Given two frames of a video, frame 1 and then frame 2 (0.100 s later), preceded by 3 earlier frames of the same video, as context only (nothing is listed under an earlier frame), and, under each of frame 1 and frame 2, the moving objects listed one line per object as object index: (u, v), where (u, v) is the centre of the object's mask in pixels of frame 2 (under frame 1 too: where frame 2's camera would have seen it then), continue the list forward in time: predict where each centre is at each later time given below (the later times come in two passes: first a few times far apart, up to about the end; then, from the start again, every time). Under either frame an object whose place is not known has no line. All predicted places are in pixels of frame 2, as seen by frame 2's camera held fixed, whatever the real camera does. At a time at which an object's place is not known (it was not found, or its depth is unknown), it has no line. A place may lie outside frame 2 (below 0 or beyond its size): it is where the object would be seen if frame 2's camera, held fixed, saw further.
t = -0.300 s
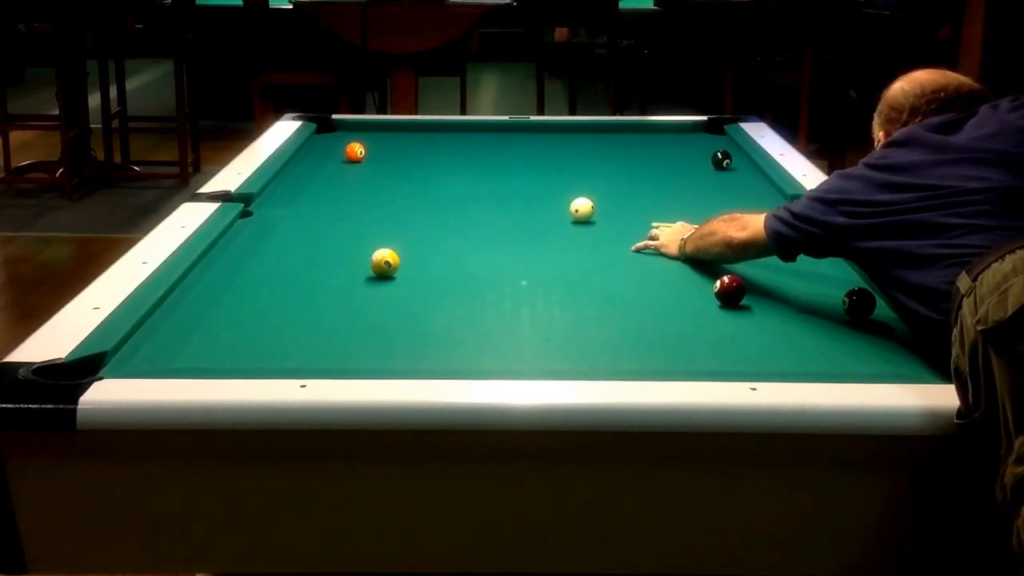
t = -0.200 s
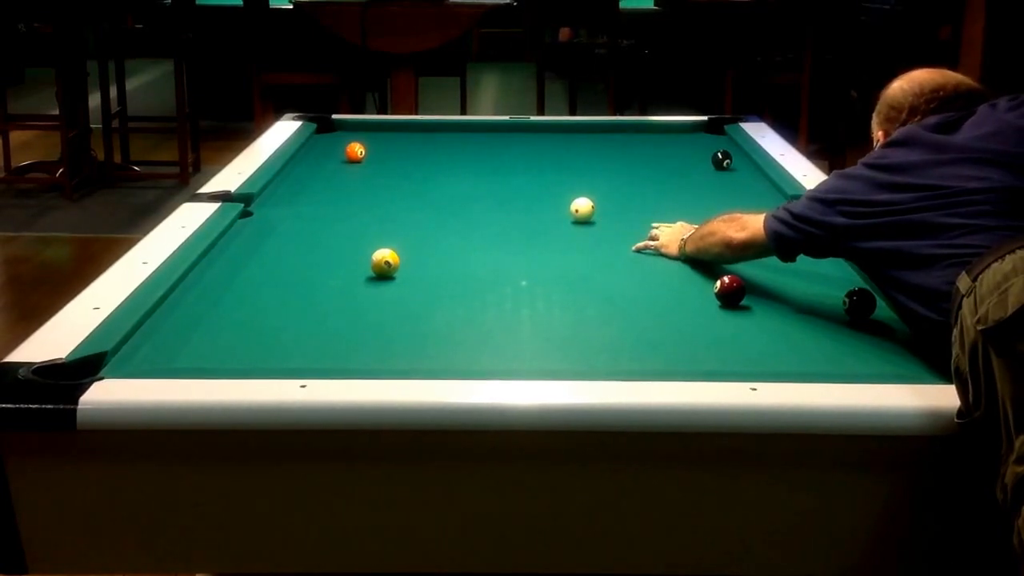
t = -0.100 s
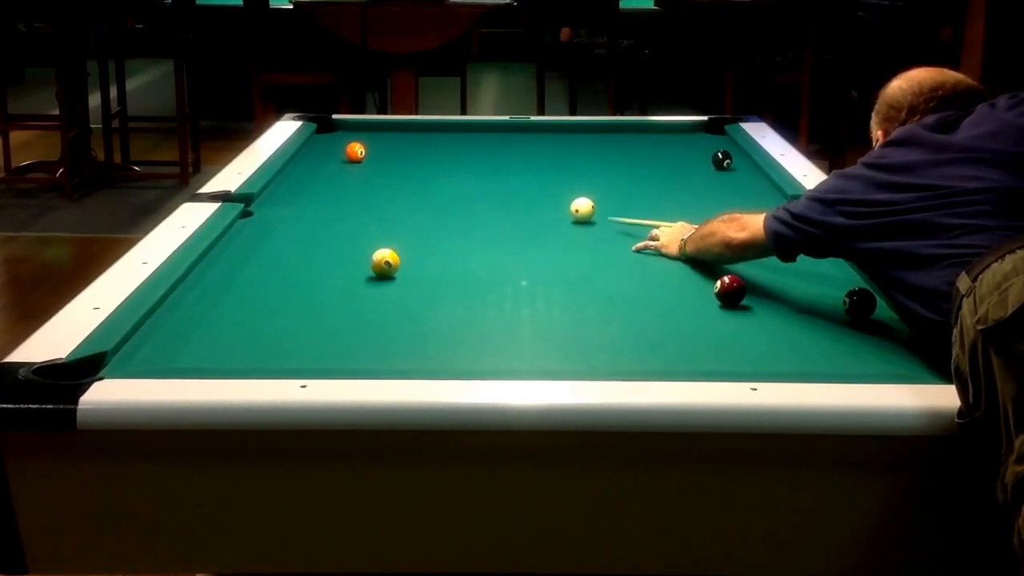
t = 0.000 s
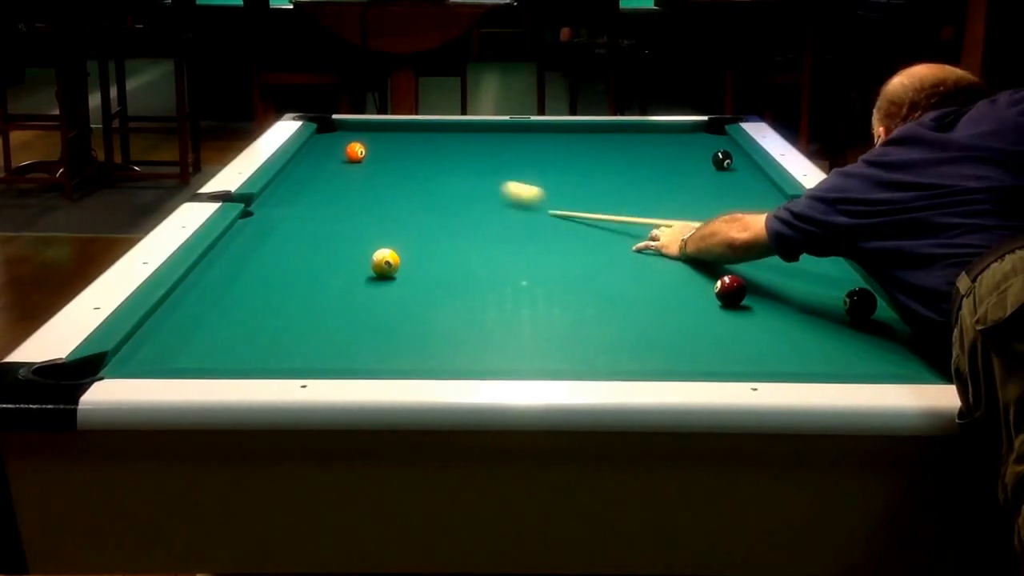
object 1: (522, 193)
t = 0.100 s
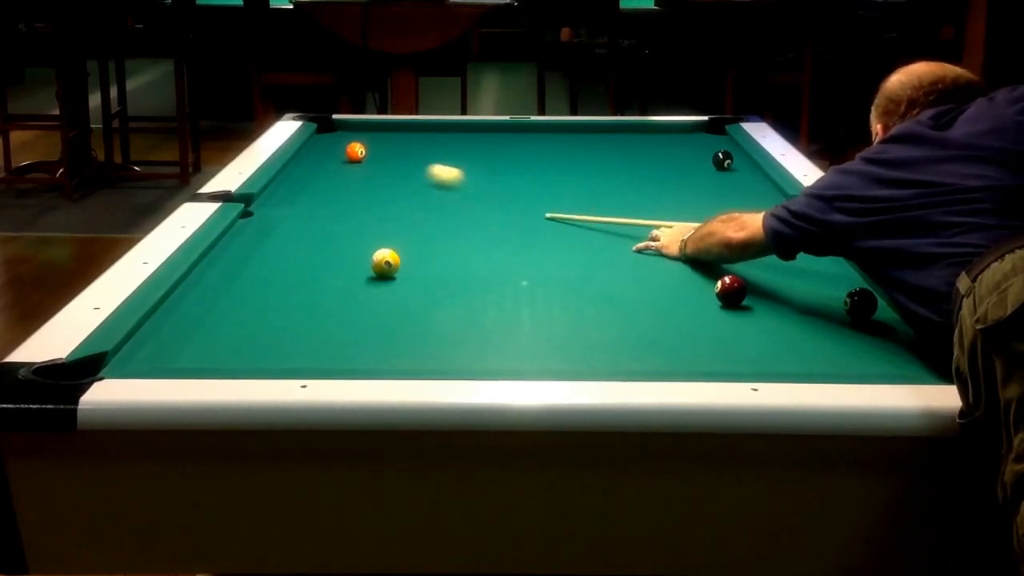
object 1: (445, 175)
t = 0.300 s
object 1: (339, 156)
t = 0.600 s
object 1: (316, 162)
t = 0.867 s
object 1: (341, 169)
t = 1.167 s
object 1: (369, 176)
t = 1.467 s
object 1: (398, 184)
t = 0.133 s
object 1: (422, 170)
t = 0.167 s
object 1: (402, 165)
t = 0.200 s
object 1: (382, 160)
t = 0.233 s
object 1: (367, 156)
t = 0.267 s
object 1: (350, 155)
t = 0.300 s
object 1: (339, 156)
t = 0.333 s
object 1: (329, 156)
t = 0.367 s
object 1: (320, 157)
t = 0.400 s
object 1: (311, 157)
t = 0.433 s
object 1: (303, 157)
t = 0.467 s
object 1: (303, 158)
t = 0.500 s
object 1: (307, 159)
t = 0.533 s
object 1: (310, 160)
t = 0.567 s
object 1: (313, 161)
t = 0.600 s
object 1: (316, 162)
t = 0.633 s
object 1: (319, 163)
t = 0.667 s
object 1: (322, 163)
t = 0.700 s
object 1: (325, 164)
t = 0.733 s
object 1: (328, 165)
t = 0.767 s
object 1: (331, 166)
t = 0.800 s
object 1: (335, 167)
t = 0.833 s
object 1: (338, 168)
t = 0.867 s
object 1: (341, 169)
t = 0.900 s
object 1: (344, 169)
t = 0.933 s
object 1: (347, 170)
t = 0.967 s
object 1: (350, 171)
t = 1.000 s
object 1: (354, 172)
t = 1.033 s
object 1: (357, 173)
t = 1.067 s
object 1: (360, 174)
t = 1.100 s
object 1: (363, 175)
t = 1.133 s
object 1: (366, 176)
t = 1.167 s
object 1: (369, 176)
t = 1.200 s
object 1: (372, 177)
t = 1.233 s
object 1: (375, 178)
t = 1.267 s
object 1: (379, 179)
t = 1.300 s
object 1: (382, 180)
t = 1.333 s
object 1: (385, 181)
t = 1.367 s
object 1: (388, 182)
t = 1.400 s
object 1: (391, 182)
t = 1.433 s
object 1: (394, 183)
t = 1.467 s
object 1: (398, 184)
